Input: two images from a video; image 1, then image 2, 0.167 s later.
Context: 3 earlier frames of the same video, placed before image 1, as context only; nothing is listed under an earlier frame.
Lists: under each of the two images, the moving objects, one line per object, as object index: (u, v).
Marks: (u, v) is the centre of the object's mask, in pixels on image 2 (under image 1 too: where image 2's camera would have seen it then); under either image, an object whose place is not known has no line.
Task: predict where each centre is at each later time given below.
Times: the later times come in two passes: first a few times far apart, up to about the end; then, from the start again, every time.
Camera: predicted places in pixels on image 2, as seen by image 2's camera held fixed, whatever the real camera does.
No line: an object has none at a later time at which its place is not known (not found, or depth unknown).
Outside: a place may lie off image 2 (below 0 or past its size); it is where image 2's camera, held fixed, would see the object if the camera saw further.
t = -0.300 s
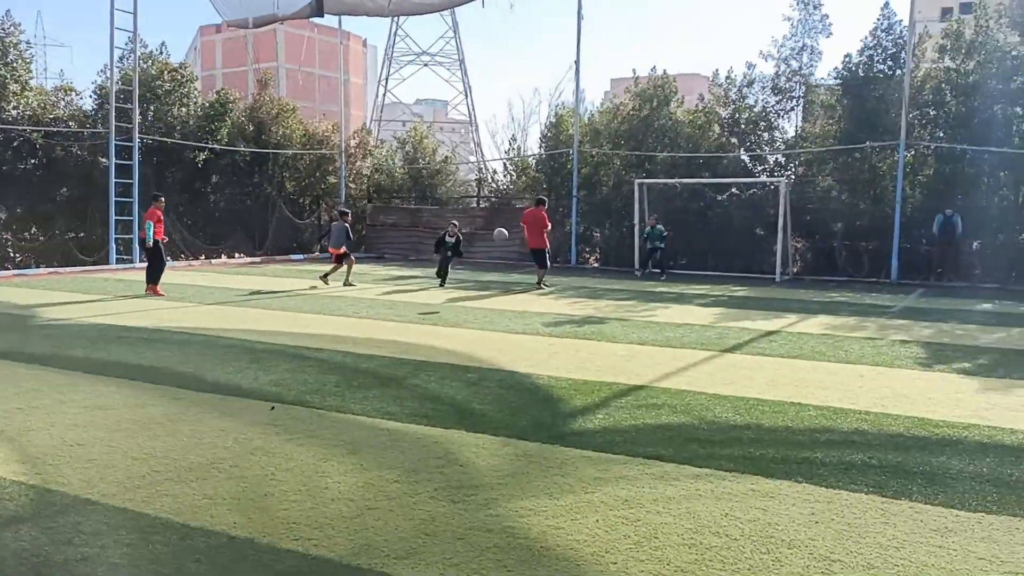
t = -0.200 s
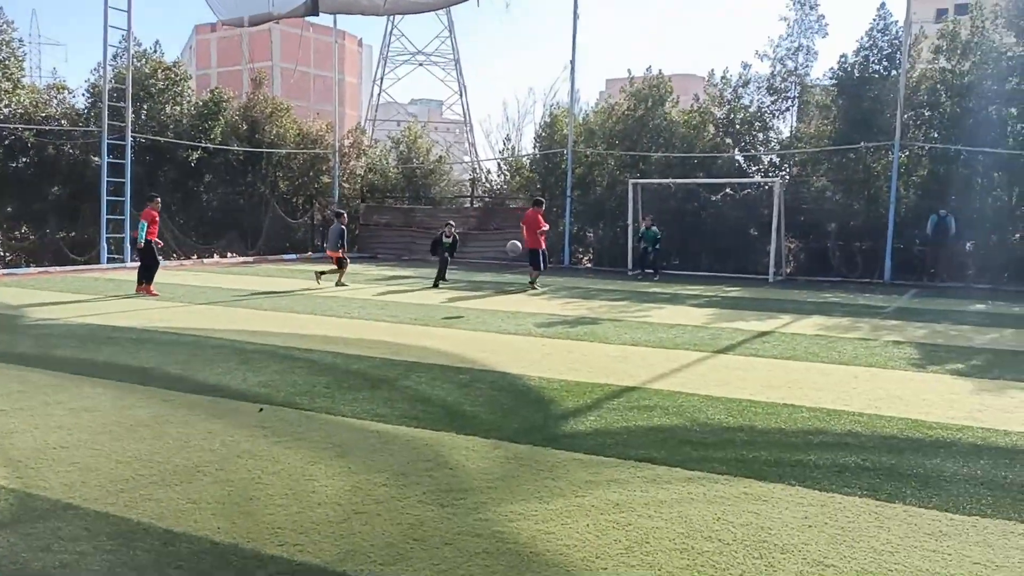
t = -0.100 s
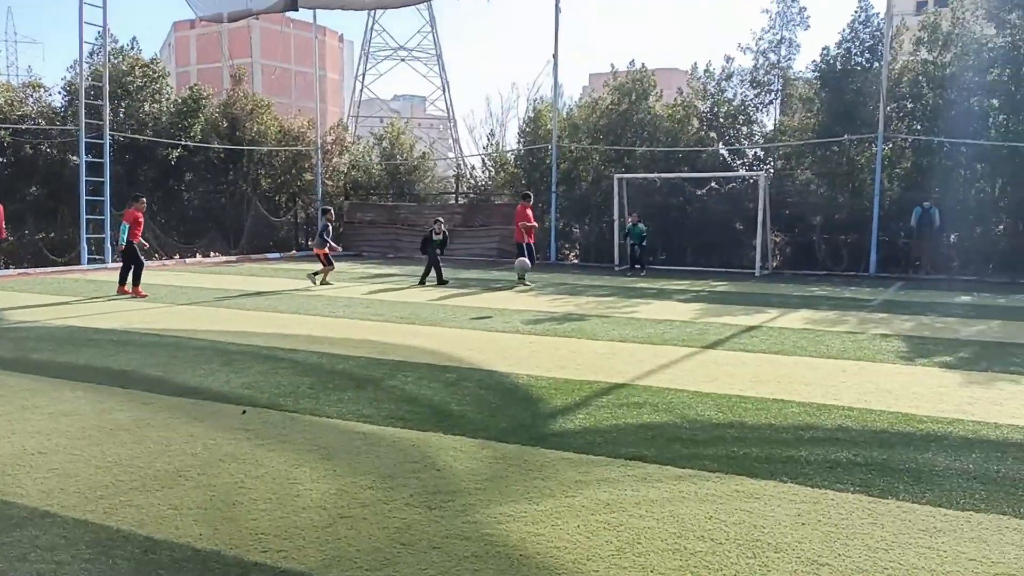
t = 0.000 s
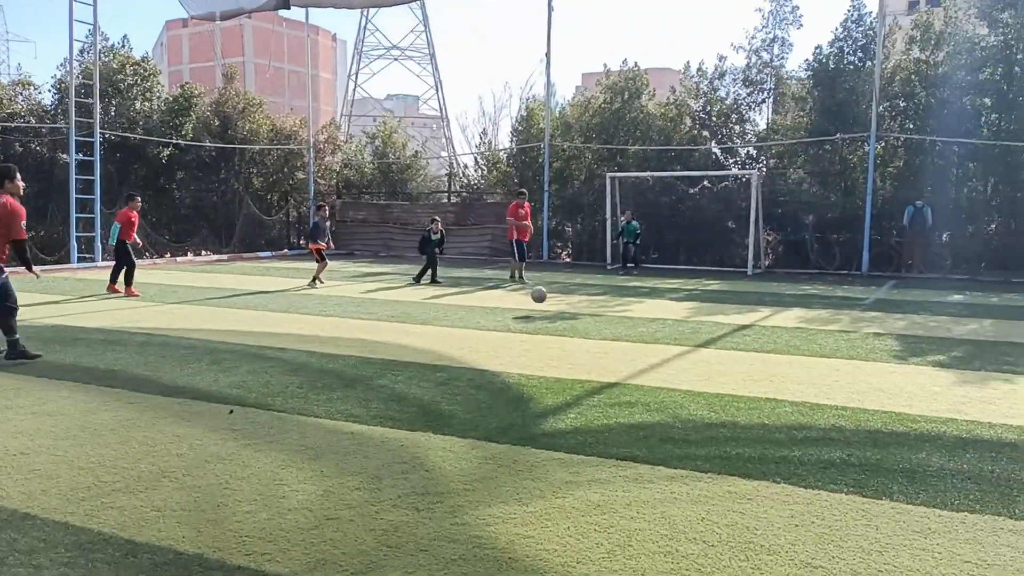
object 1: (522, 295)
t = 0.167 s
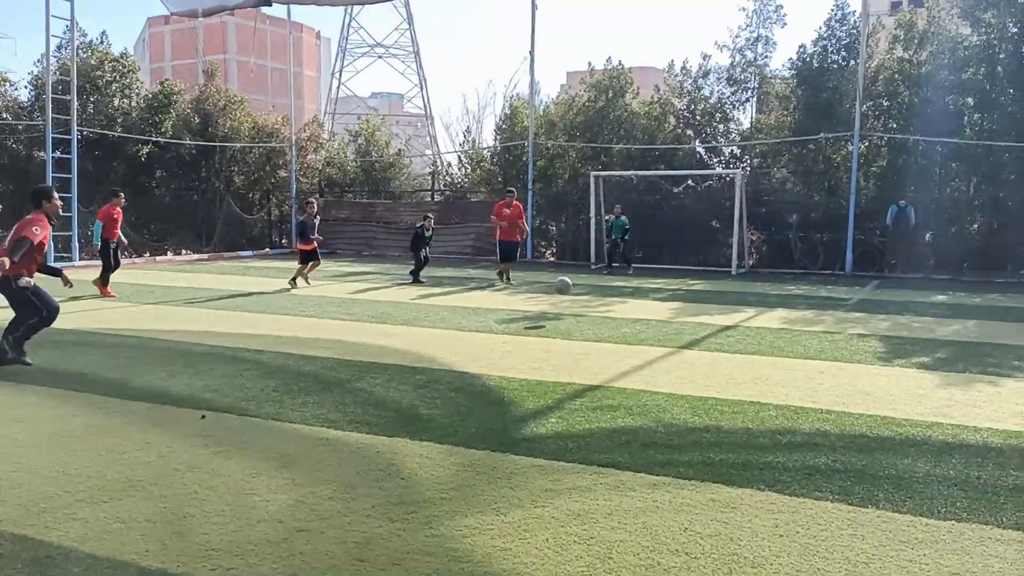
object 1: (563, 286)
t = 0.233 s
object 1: (581, 278)
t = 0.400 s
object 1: (624, 275)
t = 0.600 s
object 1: (680, 304)
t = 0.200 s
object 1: (572, 281)
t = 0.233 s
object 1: (581, 278)
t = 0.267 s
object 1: (588, 276)
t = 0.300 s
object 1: (597, 274)
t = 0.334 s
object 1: (606, 274)
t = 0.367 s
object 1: (614, 274)
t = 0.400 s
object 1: (624, 275)
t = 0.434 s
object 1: (633, 278)
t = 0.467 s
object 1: (642, 281)
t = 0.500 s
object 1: (652, 285)
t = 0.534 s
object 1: (661, 292)
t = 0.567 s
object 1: (671, 298)
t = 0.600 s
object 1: (680, 304)
